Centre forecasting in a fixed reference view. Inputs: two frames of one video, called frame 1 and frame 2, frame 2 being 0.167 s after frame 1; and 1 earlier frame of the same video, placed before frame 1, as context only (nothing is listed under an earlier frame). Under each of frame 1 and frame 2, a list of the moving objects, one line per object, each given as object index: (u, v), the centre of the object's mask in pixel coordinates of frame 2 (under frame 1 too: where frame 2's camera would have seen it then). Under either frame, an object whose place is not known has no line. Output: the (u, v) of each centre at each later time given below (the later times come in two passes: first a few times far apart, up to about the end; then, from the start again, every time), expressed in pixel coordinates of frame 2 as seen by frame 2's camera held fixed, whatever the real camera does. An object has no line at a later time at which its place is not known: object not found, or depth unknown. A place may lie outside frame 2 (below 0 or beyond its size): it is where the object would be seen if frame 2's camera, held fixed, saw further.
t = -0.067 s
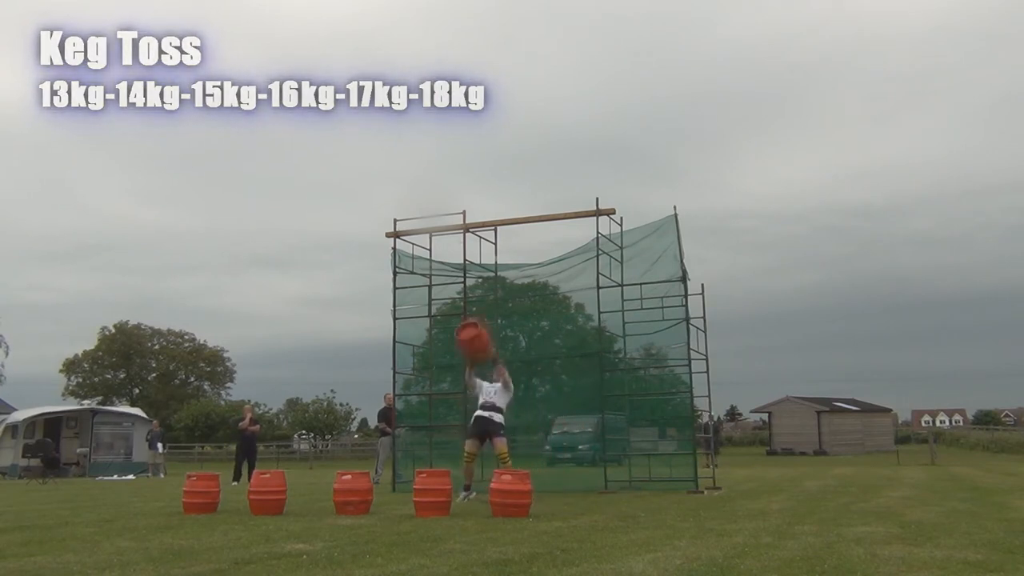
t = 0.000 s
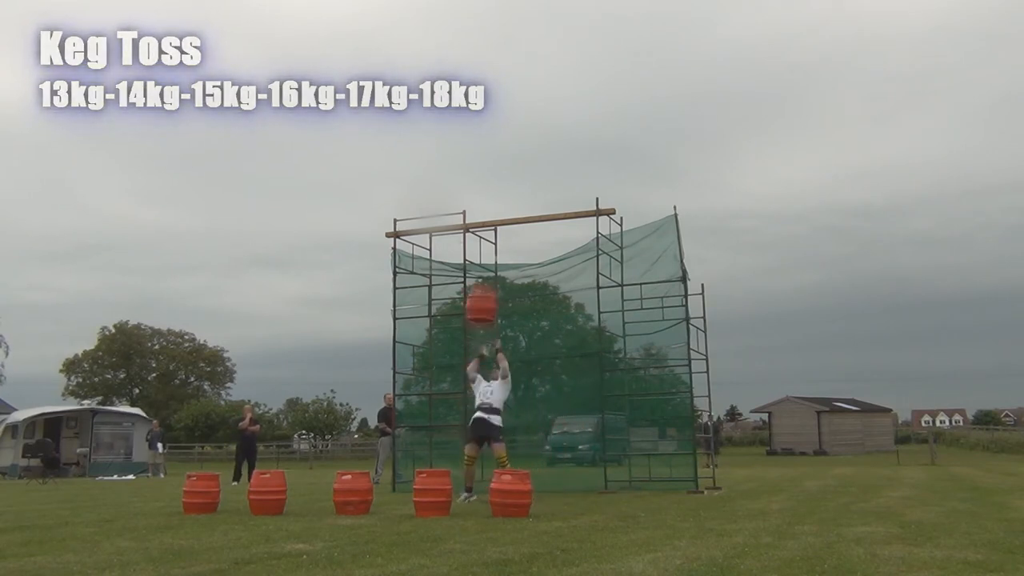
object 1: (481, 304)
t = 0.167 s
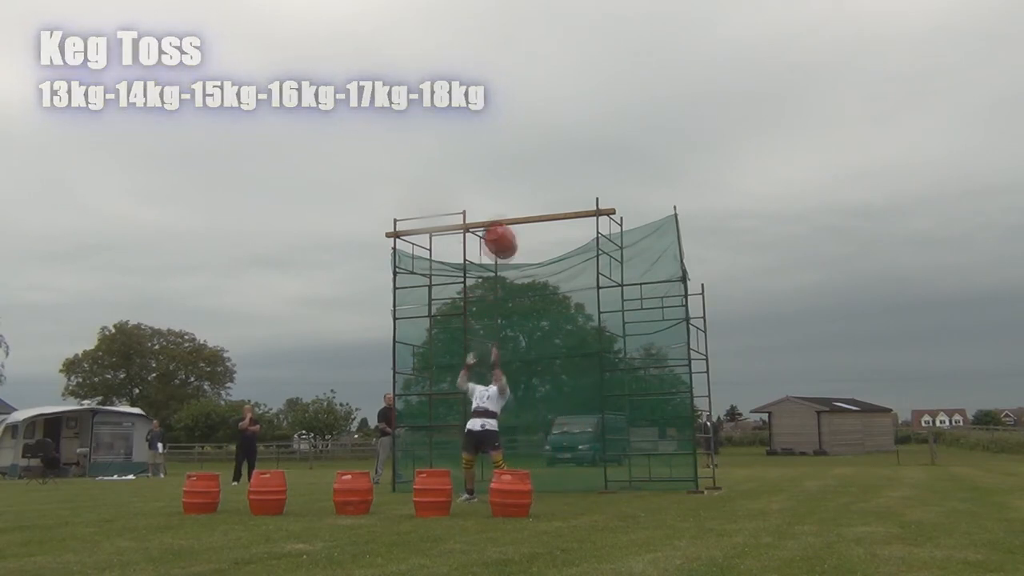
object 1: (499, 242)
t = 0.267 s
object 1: (511, 212)
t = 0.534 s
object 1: (537, 185)
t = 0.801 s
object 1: (559, 193)
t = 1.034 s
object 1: (577, 236)
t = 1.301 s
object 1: (594, 305)
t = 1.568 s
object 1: (613, 410)
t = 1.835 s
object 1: (624, 466)
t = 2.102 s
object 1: (631, 466)
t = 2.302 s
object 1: (639, 465)
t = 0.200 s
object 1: (503, 231)
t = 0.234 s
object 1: (507, 219)
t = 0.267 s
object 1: (511, 212)
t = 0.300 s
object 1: (515, 205)
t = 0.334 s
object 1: (519, 200)
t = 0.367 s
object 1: (521, 196)
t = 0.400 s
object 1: (525, 192)
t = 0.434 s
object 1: (529, 189)
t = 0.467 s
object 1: (532, 188)
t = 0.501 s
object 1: (535, 186)
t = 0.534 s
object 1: (537, 185)
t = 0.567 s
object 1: (539, 185)
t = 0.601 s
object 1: (542, 184)
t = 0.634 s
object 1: (544, 184)
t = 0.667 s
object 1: (547, 184)
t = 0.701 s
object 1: (550, 185)
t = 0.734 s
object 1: (553, 187)
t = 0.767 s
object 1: (556, 190)
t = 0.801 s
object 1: (559, 193)
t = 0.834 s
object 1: (562, 197)
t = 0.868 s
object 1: (565, 202)
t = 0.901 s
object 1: (566, 205)
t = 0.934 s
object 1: (570, 218)
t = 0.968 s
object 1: (572, 222)
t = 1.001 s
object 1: (575, 231)
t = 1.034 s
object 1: (577, 236)
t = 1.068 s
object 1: (579, 244)
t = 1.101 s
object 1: (581, 252)
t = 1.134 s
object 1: (583, 262)
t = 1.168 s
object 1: (585, 270)
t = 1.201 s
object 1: (587, 277)
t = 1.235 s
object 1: (589, 286)
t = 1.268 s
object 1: (592, 297)
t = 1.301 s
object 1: (594, 305)
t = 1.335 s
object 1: (599, 317)
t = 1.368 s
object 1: (600, 329)
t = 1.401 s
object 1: (606, 338)
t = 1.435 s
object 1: (606, 355)
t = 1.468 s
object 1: (610, 369)
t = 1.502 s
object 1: (612, 382)
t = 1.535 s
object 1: (613, 397)
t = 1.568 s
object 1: (613, 410)
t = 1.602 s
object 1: (616, 424)
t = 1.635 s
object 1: (618, 440)
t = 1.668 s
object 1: (620, 458)
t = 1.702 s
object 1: (621, 468)
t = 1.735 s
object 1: (622, 467)
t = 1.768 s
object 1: (623, 467)
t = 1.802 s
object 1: (623, 466)
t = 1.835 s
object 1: (624, 466)
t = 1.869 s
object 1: (626, 465)
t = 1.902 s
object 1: (626, 465)
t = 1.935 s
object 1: (628, 465)
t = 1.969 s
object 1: (629, 467)
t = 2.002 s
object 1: (629, 466)
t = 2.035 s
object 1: (629, 466)
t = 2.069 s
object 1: (630, 466)
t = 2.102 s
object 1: (631, 466)
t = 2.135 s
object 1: (632, 466)
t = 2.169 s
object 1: (634, 466)
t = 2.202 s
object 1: (635, 465)
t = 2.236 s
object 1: (635, 465)
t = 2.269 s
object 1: (638, 465)
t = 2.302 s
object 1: (639, 465)
